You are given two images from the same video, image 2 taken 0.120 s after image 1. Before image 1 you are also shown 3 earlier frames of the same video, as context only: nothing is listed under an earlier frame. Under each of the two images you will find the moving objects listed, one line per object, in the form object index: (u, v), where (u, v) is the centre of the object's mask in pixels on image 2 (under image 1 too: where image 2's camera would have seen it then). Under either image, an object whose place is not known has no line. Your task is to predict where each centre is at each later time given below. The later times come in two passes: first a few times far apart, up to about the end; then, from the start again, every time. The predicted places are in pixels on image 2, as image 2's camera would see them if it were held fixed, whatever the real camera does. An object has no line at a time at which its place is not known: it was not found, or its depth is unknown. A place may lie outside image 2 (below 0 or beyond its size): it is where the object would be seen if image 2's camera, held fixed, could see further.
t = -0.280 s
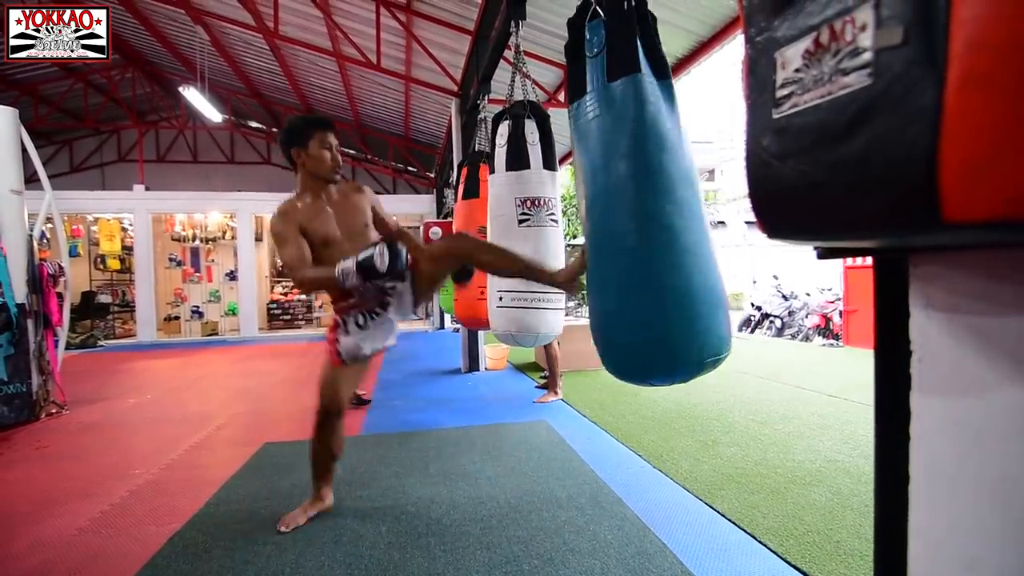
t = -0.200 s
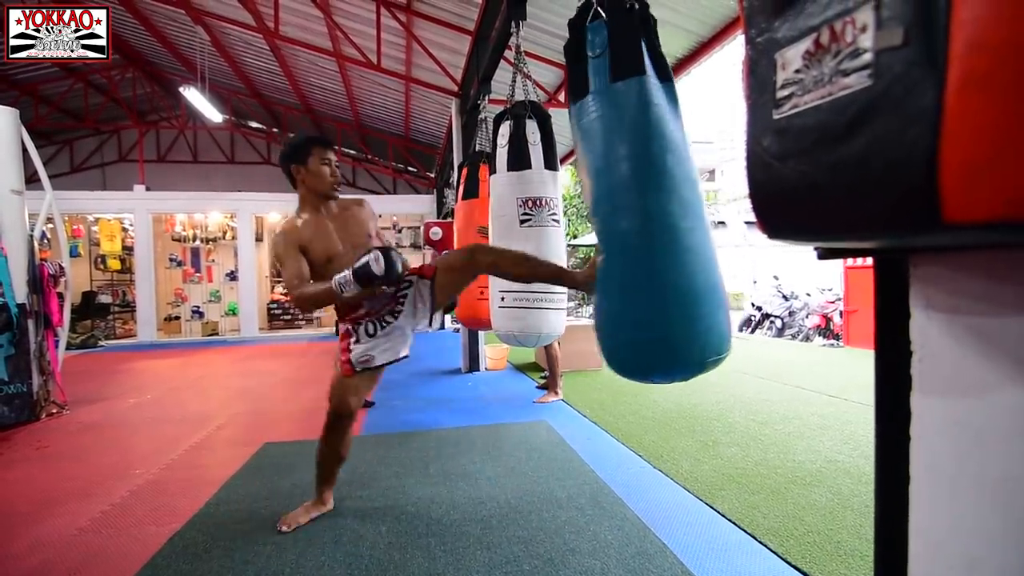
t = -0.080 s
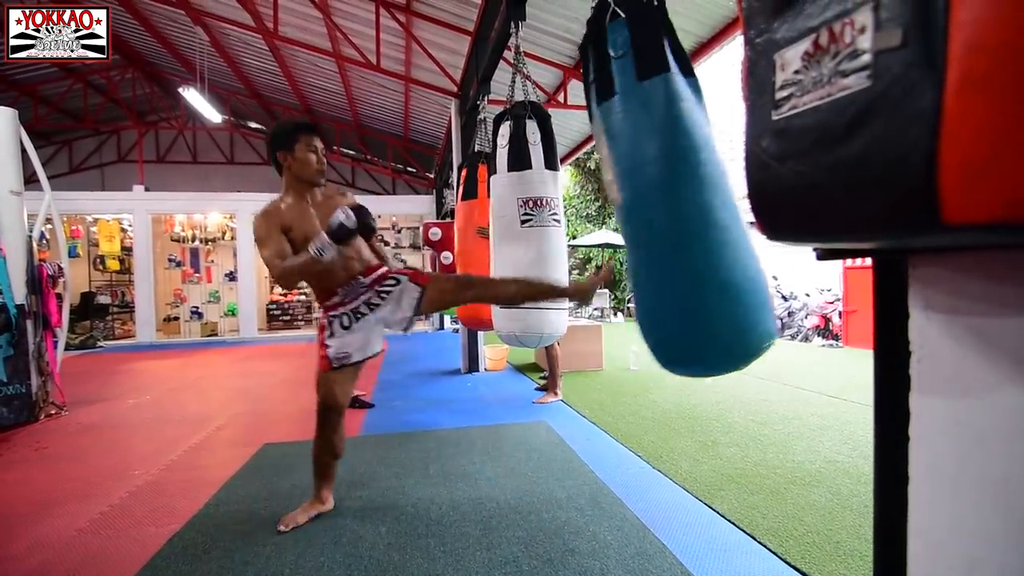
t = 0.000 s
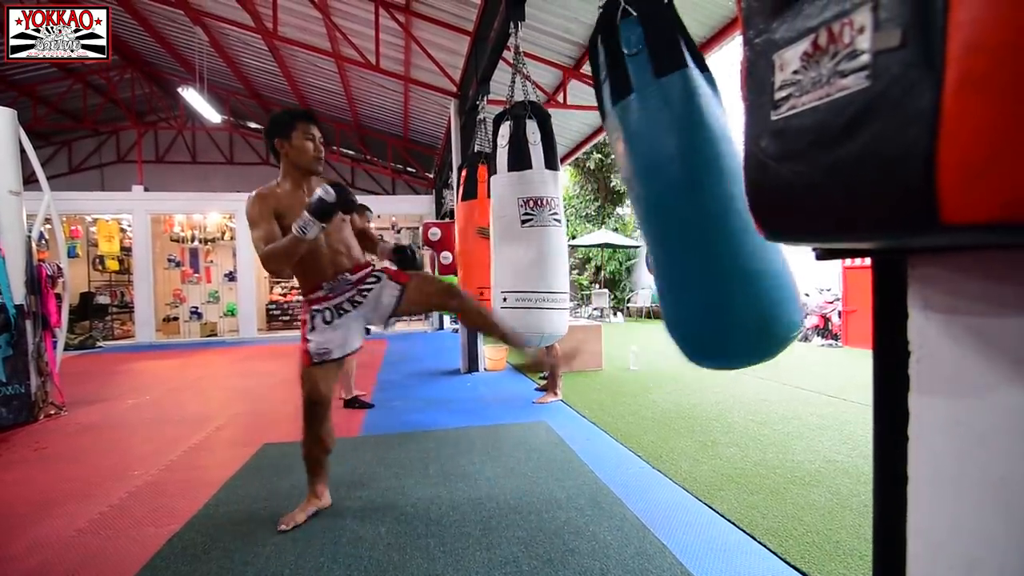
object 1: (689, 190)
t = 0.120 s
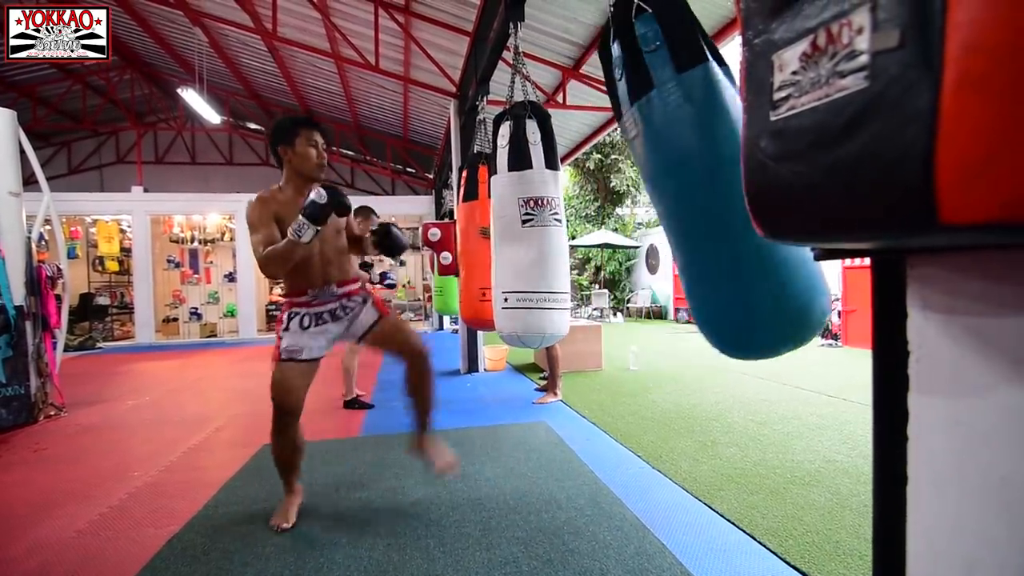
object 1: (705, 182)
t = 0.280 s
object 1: (712, 177)
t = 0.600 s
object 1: (684, 184)
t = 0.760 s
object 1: (644, 191)
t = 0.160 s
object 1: (708, 180)
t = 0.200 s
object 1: (710, 178)
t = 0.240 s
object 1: (712, 177)
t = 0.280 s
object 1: (712, 177)
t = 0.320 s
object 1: (712, 176)
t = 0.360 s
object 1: (710, 176)
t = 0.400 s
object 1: (708, 177)
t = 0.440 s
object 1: (706, 178)
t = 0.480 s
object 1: (702, 179)
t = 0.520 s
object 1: (697, 181)
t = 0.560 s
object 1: (691, 182)
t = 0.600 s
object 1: (684, 184)
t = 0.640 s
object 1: (676, 186)
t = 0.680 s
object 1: (666, 188)
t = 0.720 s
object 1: (655, 190)
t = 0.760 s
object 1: (644, 191)
